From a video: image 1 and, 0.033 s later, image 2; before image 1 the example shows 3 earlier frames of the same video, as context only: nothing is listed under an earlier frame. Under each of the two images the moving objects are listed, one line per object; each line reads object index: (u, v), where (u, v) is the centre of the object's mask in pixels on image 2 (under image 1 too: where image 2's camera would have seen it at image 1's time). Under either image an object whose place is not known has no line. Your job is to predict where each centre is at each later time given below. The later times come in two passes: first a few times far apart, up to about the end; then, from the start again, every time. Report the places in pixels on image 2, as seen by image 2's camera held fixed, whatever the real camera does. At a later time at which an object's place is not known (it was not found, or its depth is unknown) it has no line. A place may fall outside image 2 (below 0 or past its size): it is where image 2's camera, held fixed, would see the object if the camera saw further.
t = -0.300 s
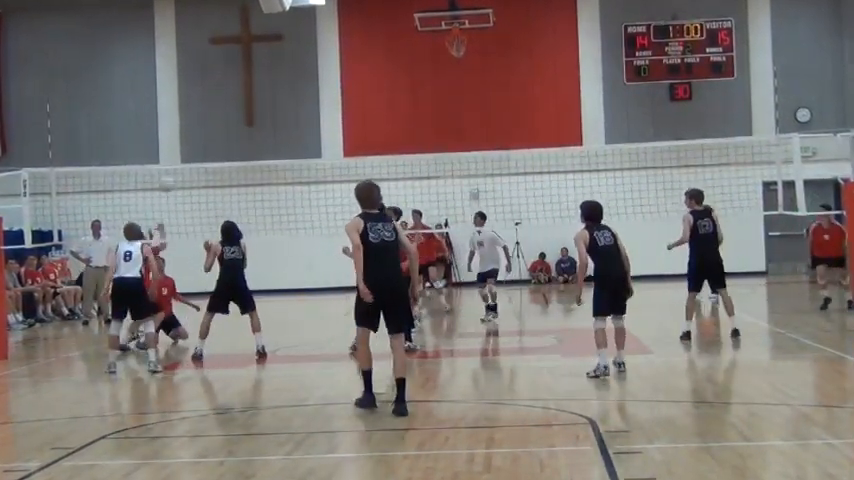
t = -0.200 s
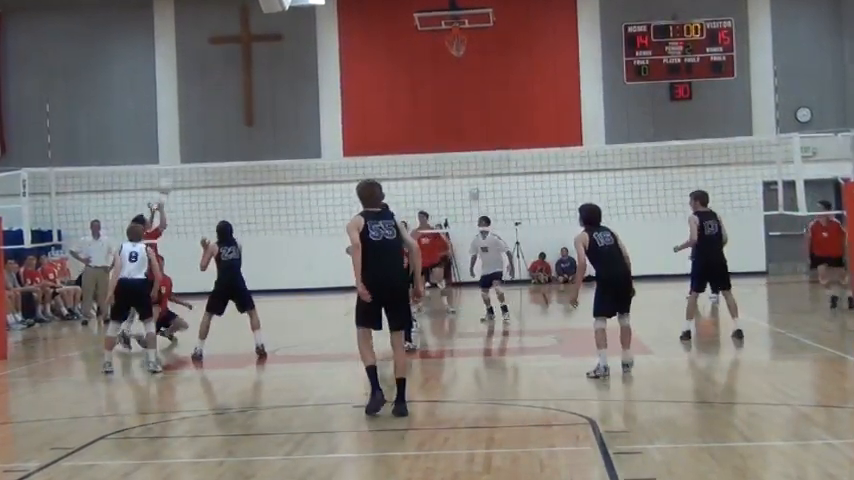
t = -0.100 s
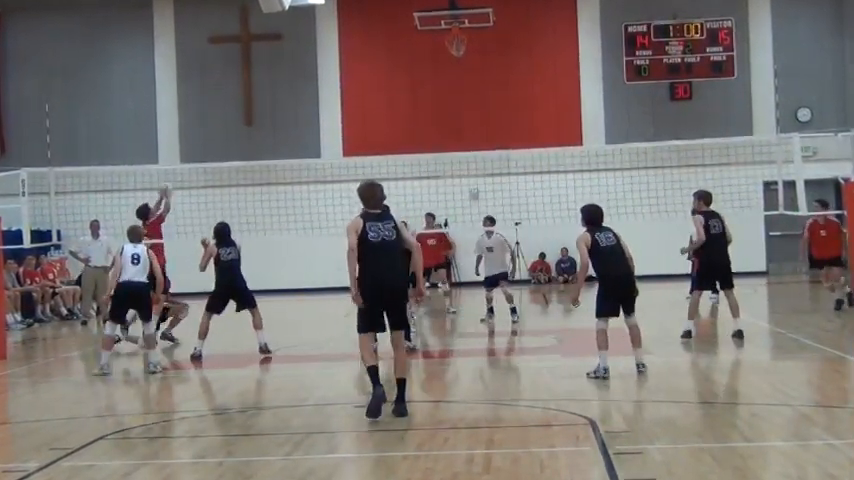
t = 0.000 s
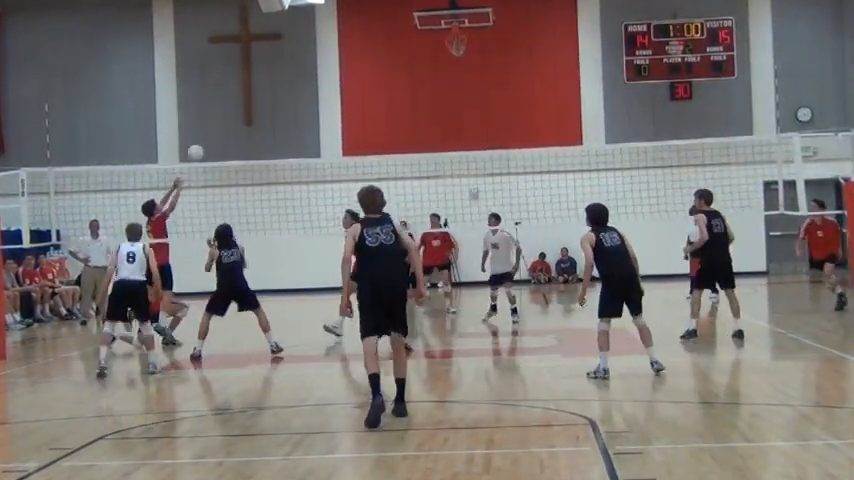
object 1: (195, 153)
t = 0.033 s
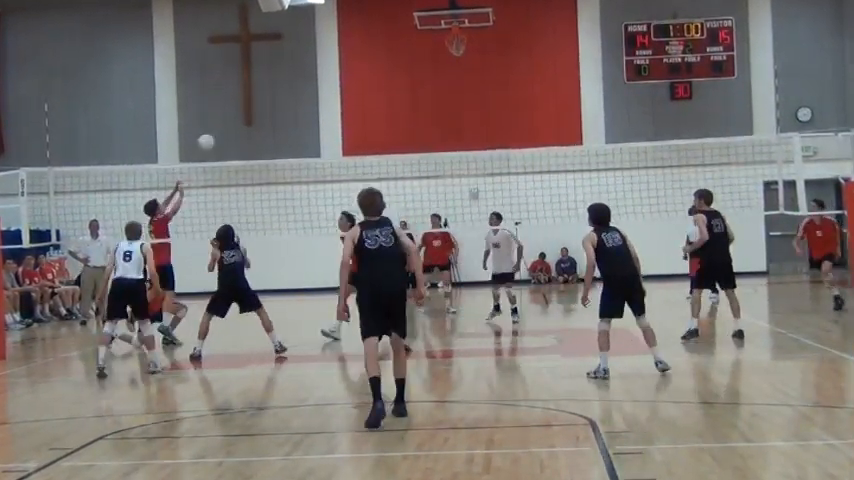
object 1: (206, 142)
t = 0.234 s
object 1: (268, 95)
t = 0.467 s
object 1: (340, 78)
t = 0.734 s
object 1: (420, 108)
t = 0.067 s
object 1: (216, 132)
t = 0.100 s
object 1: (226, 123)
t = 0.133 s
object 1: (237, 115)
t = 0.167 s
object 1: (248, 107)
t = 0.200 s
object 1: (258, 101)
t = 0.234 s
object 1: (268, 95)
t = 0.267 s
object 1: (278, 90)
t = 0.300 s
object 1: (288, 86)
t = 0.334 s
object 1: (298, 83)
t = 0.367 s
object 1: (309, 81)
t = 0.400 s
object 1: (318, 79)
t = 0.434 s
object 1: (329, 78)
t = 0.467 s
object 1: (340, 78)
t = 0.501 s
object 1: (350, 79)
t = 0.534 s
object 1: (360, 81)
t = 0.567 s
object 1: (370, 84)
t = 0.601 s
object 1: (380, 87)
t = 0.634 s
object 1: (390, 91)
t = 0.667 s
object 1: (400, 96)
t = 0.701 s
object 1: (410, 102)
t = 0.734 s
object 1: (420, 108)
